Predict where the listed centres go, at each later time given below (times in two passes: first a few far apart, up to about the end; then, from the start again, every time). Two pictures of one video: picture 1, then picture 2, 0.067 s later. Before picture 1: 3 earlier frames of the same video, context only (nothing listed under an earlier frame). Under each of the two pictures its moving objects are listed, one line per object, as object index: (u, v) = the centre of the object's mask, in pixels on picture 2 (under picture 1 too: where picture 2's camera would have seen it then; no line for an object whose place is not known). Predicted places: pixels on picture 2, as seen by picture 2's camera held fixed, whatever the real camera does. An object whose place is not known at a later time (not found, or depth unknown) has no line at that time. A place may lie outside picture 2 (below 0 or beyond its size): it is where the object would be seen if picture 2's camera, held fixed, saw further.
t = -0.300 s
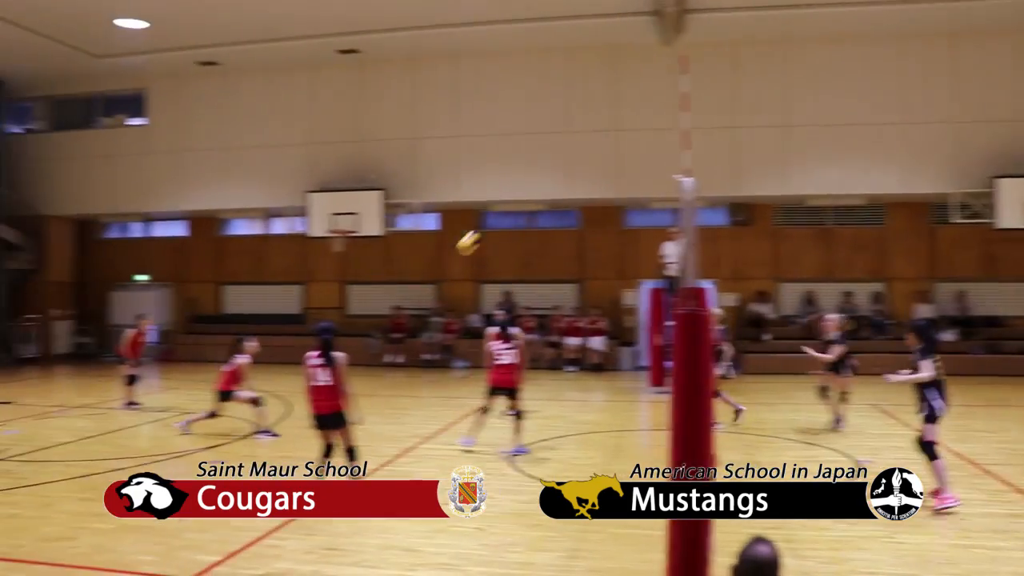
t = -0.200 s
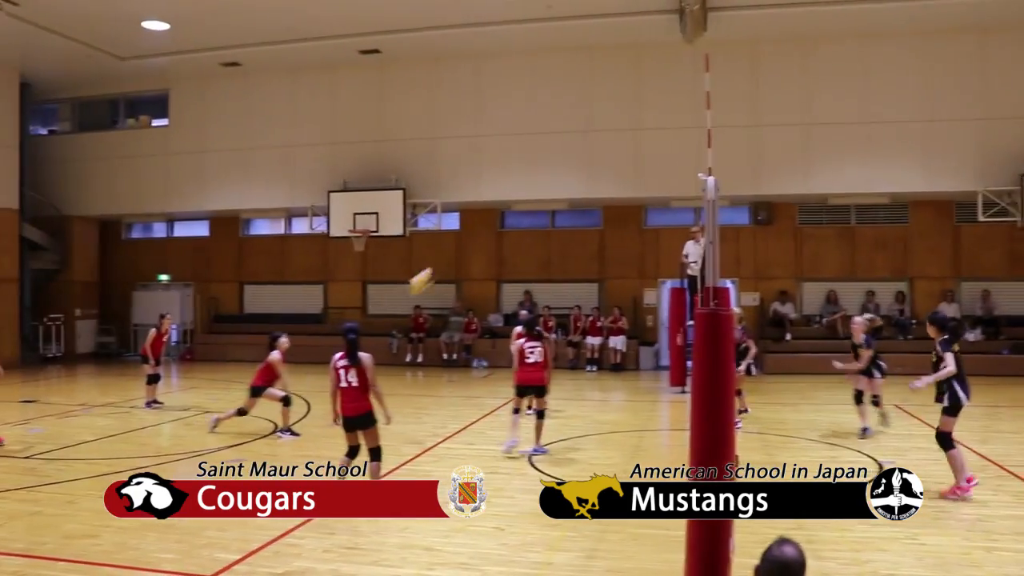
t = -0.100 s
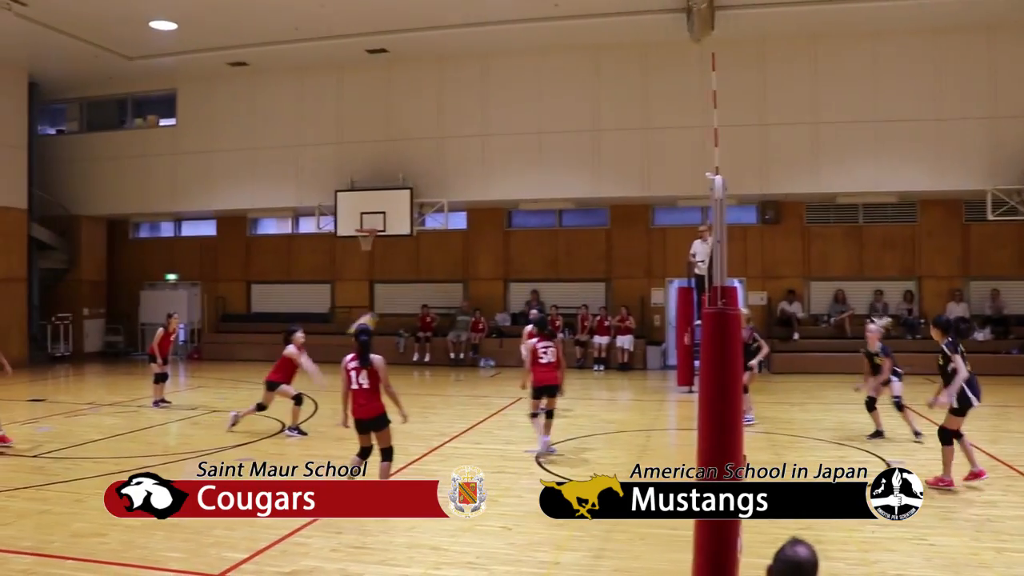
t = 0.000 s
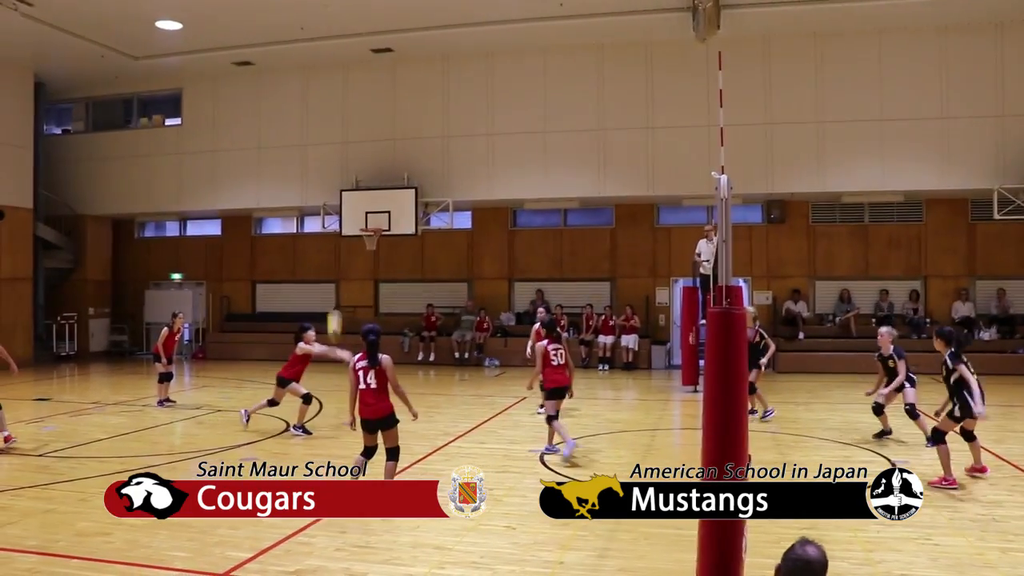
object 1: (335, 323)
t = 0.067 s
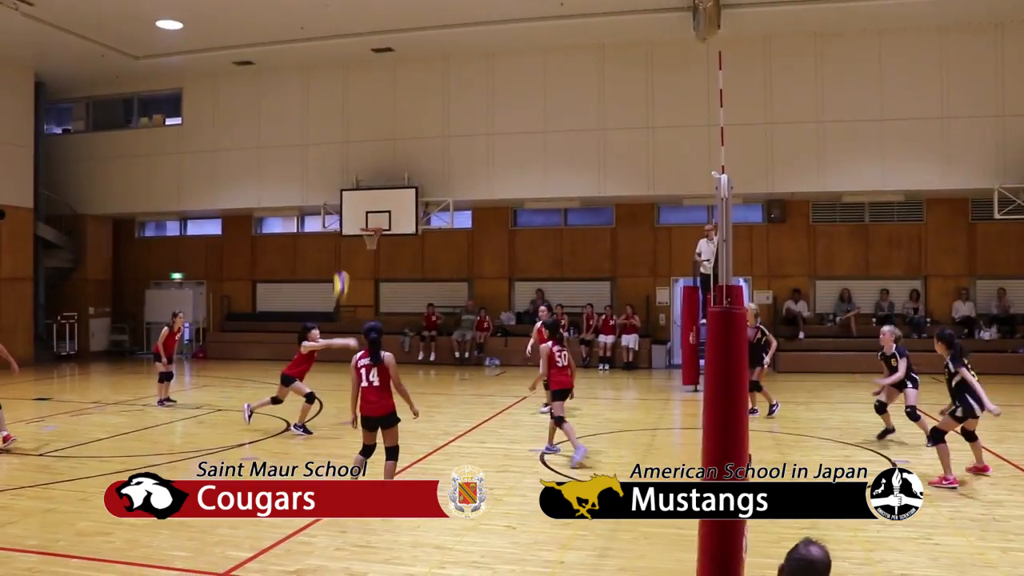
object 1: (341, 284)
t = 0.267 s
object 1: (358, 188)
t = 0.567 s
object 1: (382, 110)
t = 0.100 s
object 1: (344, 267)
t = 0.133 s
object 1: (347, 249)
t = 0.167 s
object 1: (349, 234)
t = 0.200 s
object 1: (351, 217)
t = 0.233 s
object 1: (354, 202)
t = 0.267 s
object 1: (358, 188)
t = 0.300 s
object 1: (361, 176)
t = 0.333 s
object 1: (363, 164)
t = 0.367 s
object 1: (366, 154)
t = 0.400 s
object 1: (370, 145)
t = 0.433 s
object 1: (372, 133)
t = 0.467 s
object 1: (374, 126)
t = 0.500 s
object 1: (376, 119)
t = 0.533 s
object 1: (379, 114)
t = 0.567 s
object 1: (382, 110)
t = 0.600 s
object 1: (385, 105)
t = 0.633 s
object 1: (386, 100)
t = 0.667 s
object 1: (389, 99)
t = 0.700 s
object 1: (394, 97)
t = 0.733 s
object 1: (396, 95)
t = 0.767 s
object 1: (399, 96)
